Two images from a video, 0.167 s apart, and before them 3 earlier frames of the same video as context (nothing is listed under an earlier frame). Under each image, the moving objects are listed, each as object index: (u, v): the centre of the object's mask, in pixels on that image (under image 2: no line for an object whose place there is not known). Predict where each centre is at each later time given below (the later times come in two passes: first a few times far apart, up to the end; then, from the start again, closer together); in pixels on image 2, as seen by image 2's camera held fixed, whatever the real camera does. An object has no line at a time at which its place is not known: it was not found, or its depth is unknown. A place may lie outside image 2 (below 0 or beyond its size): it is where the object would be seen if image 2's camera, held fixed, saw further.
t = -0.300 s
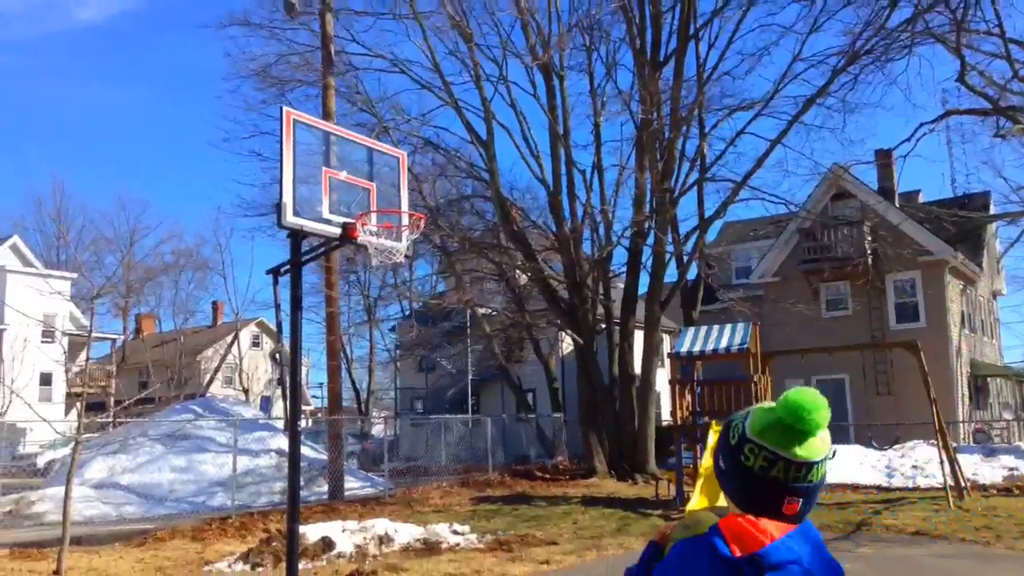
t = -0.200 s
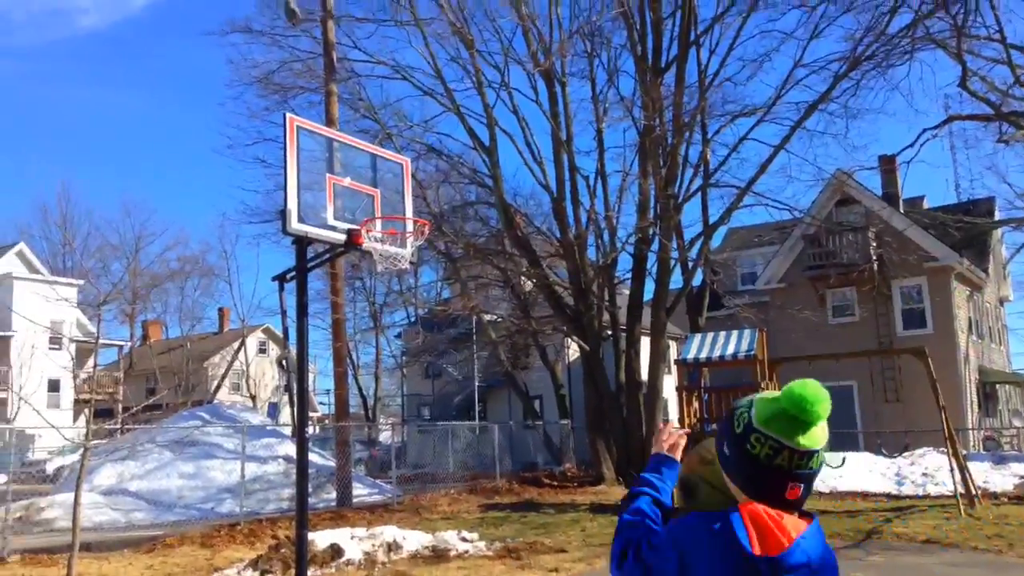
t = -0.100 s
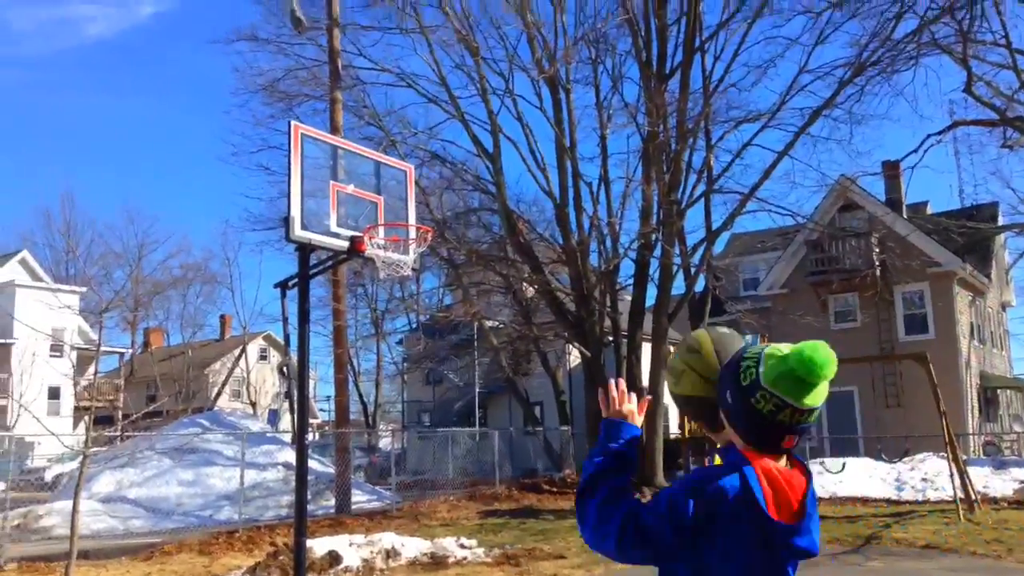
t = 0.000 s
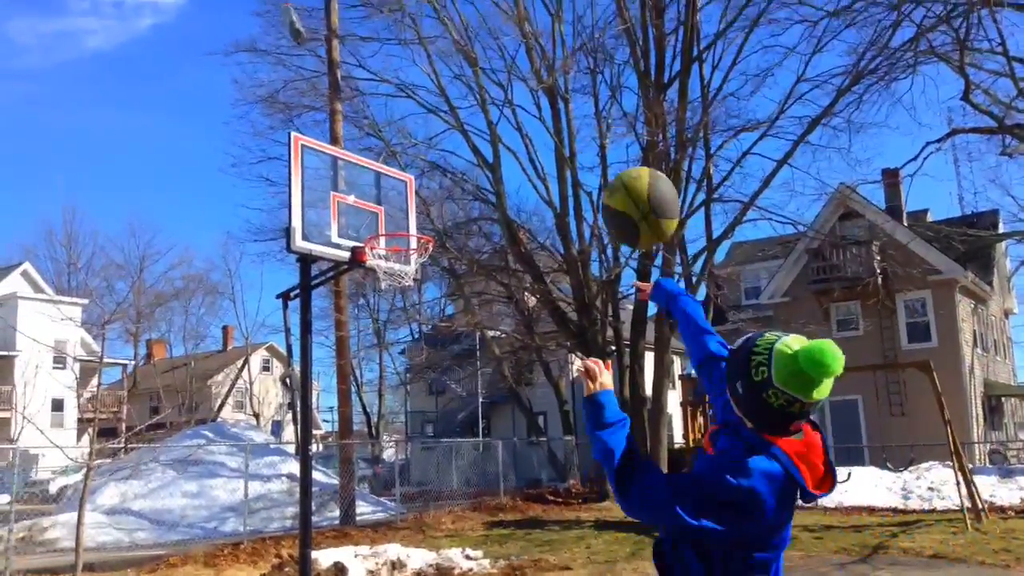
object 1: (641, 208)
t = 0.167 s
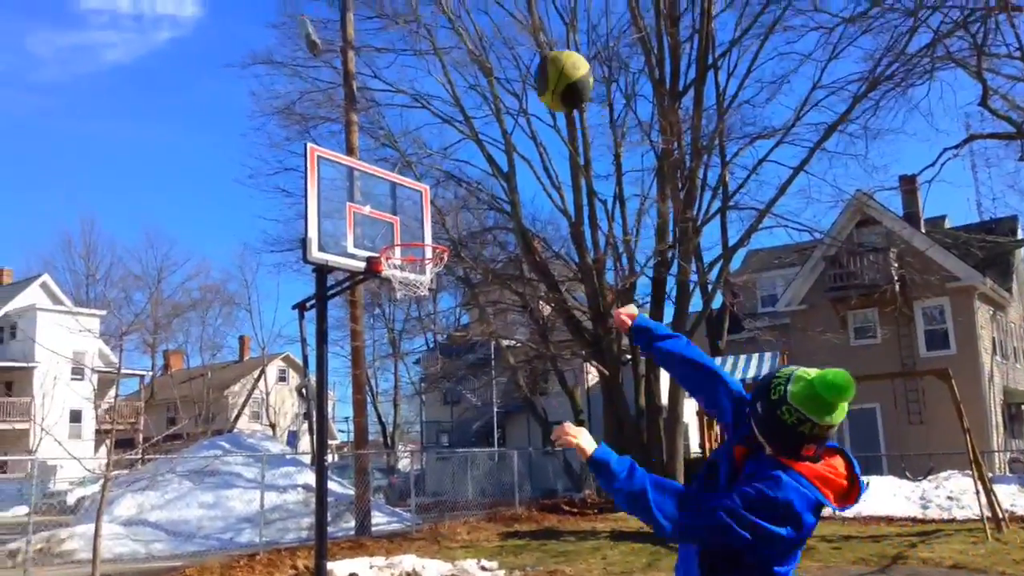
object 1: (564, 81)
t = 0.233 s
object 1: (541, 62)
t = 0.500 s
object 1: (476, 82)
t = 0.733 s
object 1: (443, 175)
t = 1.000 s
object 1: (400, 263)
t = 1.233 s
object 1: (413, 268)
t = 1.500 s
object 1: (421, 302)
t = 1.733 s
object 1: (403, 379)
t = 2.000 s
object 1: (385, 558)
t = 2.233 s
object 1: (367, 546)
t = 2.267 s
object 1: (363, 522)
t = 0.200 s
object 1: (552, 70)
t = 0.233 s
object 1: (541, 62)
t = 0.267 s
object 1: (530, 57)
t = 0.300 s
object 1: (521, 53)
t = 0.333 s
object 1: (512, 51)
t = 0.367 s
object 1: (503, 50)
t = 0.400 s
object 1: (495, 53)
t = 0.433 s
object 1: (489, 58)
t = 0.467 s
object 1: (481, 67)
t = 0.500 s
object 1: (476, 82)
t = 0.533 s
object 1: (473, 94)
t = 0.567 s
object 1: (469, 105)
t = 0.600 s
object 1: (463, 117)
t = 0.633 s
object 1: (456, 129)
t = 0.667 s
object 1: (451, 144)
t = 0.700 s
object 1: (447, 159)
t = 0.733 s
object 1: (443, 175)
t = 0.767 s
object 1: (441, 193)
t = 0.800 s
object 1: (437, 211)
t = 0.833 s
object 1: (434, 230)
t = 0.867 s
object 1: (430, 243)
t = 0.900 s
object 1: (427, 254)
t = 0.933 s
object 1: (417, 258)
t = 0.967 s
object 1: (407, 261)
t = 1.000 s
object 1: (400, 263)
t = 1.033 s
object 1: (398, 266)
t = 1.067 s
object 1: (398, 269)
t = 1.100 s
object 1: (393, 269)
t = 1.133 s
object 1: (399, 266)
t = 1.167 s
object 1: (404, 266)
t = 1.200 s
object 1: (406, 272)
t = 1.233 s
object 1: (413, 268)
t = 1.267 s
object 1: (416, 272)
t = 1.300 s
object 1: (417, 273)
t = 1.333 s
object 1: (423, 272)
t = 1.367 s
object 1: (425, 275)
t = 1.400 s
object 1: (420, 283)
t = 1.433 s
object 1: (419, 289)
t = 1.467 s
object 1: (424, 291)
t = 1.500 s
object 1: (421, 302)
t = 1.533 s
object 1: (418, 306)
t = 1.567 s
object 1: (416, 314)
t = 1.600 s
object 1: (413, 325)
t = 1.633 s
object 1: (410, 336)
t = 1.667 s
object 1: (408, 349)
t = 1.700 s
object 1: (406, 363)
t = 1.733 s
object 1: (403, 379)
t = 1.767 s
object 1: (402, 395)
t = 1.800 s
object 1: (401, 414)
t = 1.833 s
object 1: (399, 435)
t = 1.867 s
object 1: (395, 456)
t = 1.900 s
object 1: (397, 482)
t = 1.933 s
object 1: (393, 504)
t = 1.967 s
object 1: (391, 530)
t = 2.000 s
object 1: (385, 558)
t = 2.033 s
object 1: (384, 586)
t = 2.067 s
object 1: (379, 616)
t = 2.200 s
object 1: (369, 570)
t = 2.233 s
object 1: (367, 546)
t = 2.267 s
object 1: (363, 522)
